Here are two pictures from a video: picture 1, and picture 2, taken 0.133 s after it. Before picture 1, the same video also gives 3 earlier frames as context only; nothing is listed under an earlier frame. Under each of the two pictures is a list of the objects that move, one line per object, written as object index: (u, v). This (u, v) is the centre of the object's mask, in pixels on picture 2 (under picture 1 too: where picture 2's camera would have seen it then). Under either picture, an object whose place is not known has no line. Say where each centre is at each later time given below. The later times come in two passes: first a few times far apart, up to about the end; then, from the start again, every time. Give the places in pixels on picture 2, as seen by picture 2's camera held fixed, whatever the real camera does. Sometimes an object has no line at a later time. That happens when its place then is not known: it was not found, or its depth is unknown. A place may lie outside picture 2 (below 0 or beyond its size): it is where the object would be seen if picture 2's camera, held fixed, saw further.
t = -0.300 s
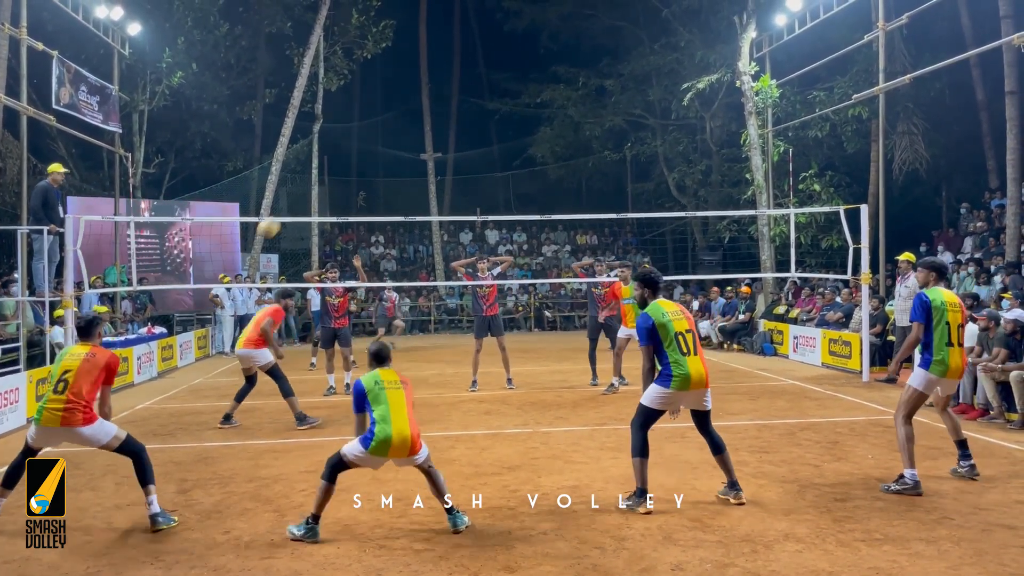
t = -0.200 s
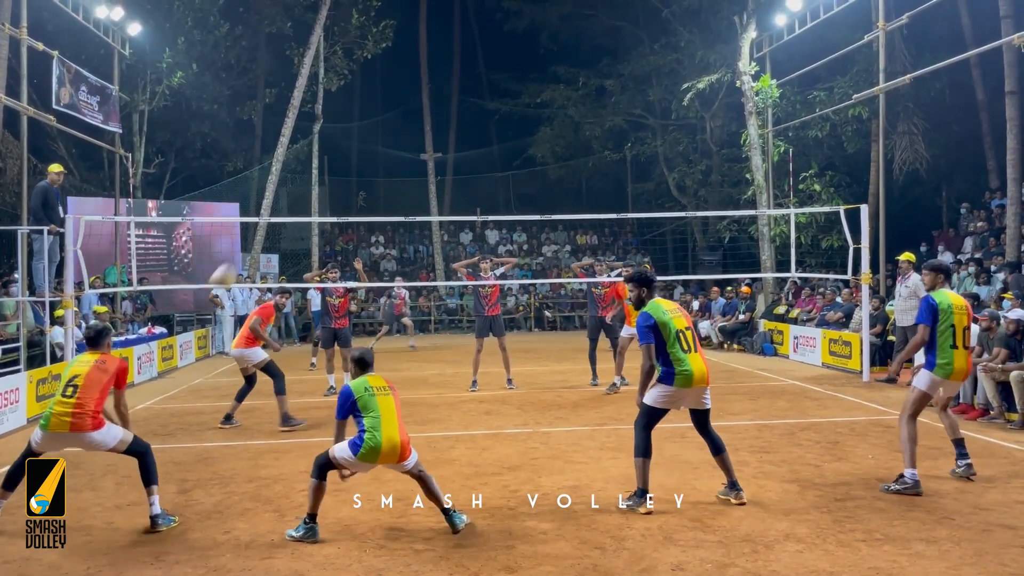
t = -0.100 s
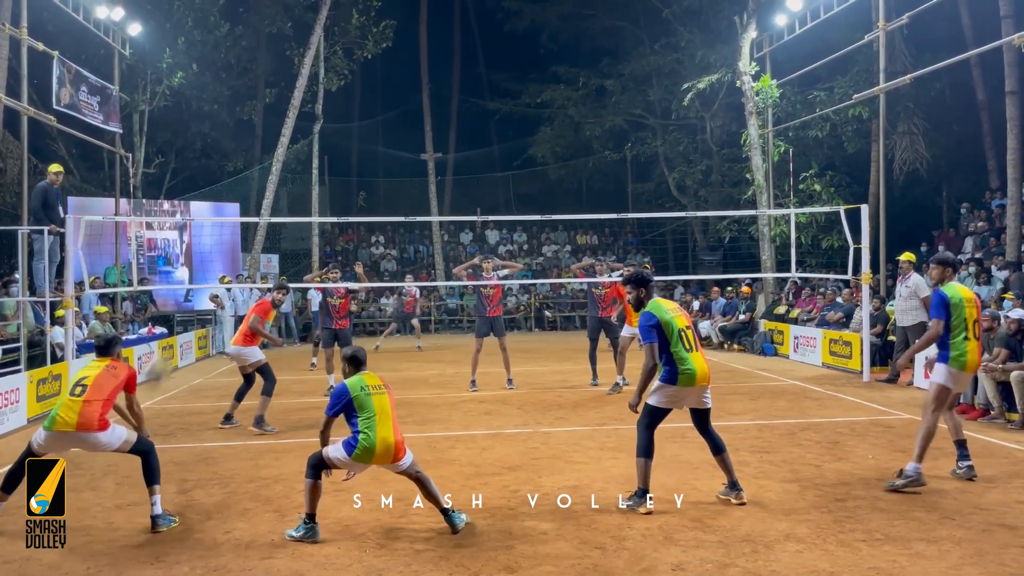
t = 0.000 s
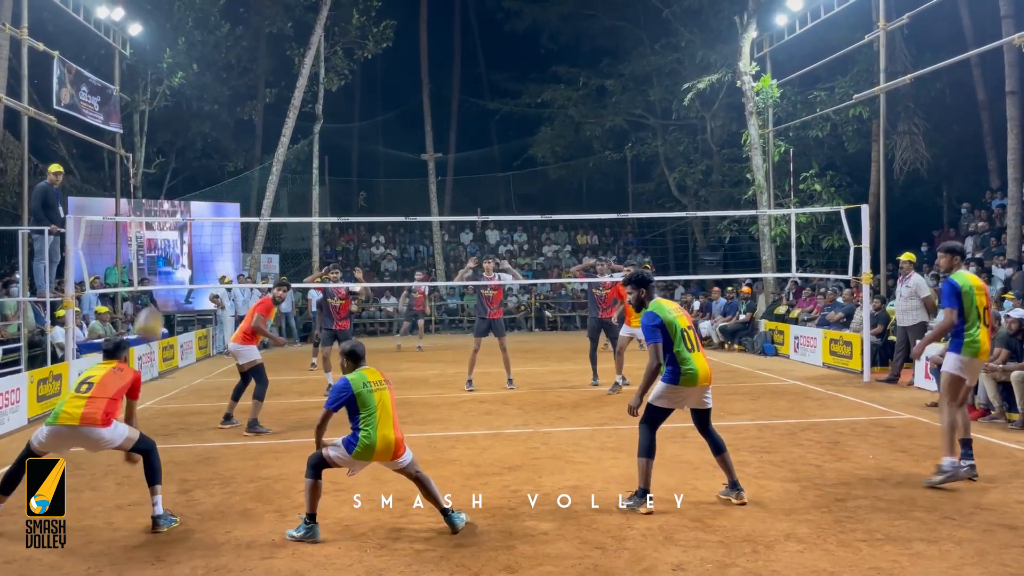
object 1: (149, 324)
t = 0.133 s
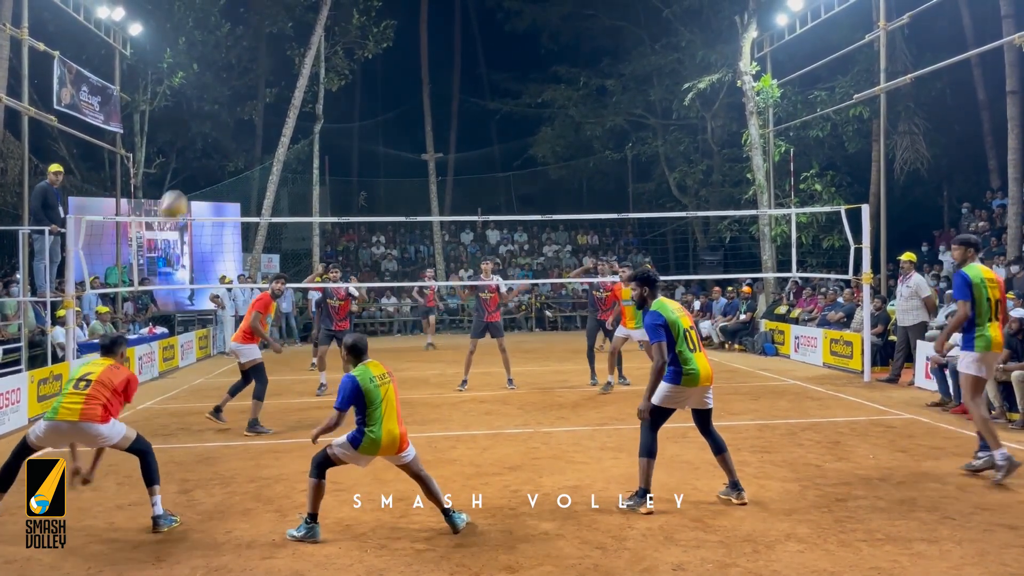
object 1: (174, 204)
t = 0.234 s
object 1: (189, 142)
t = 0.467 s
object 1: (218, 46)
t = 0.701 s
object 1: (244, 16)
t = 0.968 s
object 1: (271, 45)
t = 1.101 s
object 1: (283, 79)
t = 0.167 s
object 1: (178, 183)
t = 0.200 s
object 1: (184, 162)
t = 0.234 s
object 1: (189, 142)
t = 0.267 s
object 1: (193, 123)
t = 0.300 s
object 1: (198, 106)
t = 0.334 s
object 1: (202, 91)
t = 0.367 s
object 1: (206, 78)
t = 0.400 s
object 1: (210, 66)
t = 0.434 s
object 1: (214, 55)
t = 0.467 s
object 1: (218, 46)
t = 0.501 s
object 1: (222, 38)
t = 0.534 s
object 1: (226, 31)
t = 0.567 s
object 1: (230, 26)
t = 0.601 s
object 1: (234, 22)
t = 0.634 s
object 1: (237, 19)
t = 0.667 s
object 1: (241, 17)
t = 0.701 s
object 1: (244, 16)
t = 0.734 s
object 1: (248, 17)
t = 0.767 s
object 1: (251, 18)
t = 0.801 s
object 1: (254, 20)
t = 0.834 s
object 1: (258, 23)
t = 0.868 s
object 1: (261, 27)
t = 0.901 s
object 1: (264, 32)
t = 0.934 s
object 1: (267, 38)
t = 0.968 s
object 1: (271, 45)
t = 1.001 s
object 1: (274, 52)
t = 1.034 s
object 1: (277, 60)
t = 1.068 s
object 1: (280, 69)
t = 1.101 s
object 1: (283, 79)
